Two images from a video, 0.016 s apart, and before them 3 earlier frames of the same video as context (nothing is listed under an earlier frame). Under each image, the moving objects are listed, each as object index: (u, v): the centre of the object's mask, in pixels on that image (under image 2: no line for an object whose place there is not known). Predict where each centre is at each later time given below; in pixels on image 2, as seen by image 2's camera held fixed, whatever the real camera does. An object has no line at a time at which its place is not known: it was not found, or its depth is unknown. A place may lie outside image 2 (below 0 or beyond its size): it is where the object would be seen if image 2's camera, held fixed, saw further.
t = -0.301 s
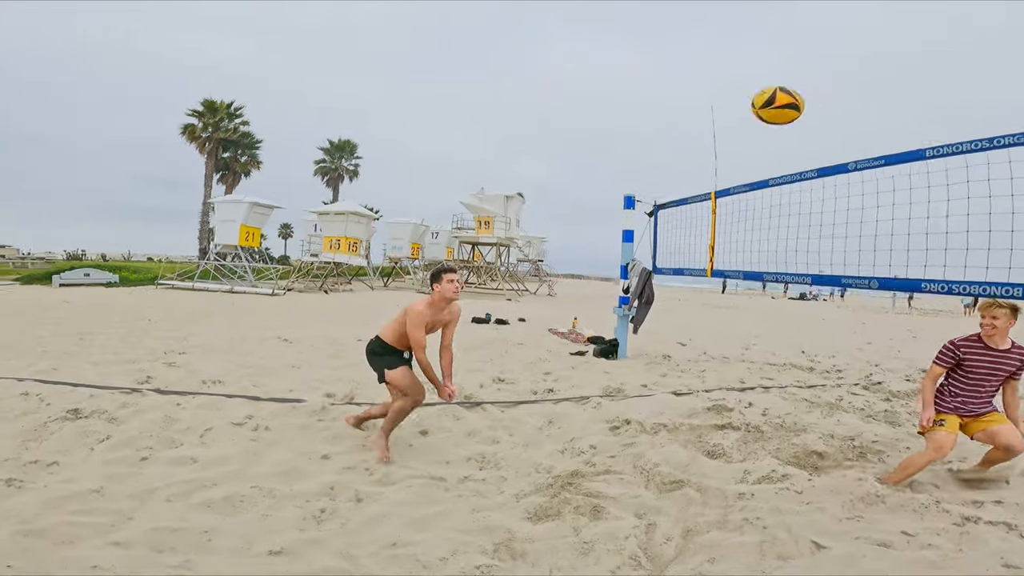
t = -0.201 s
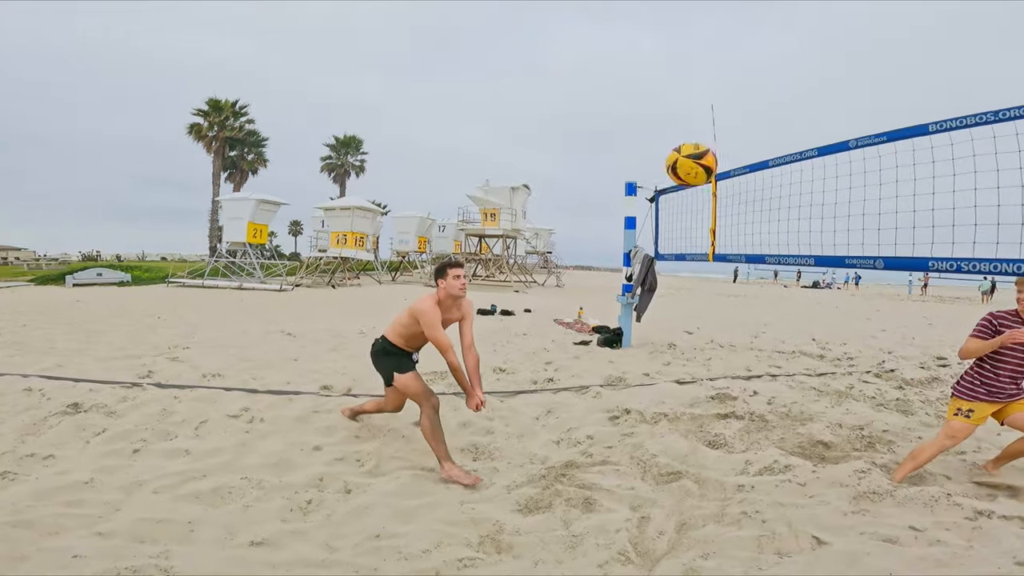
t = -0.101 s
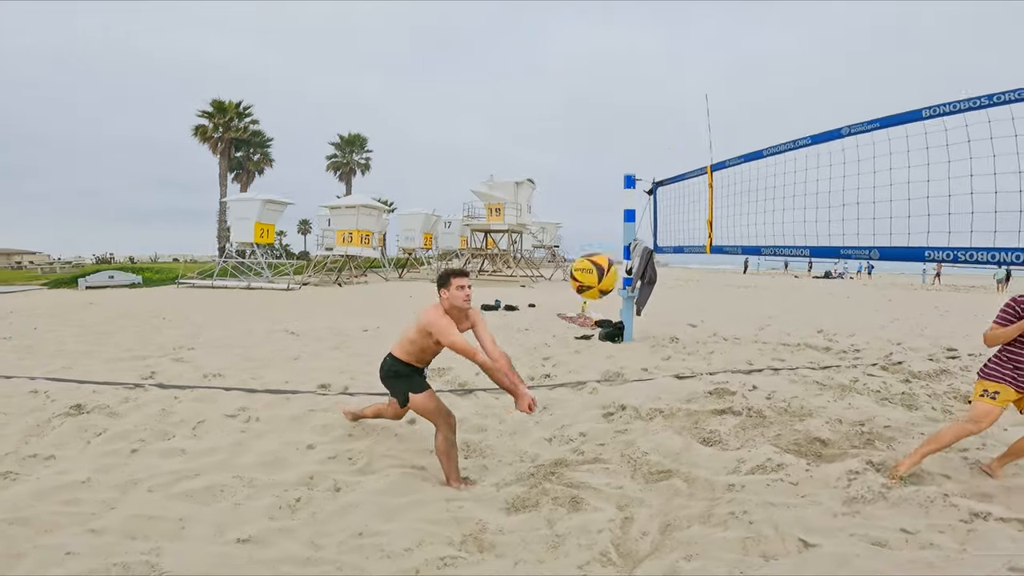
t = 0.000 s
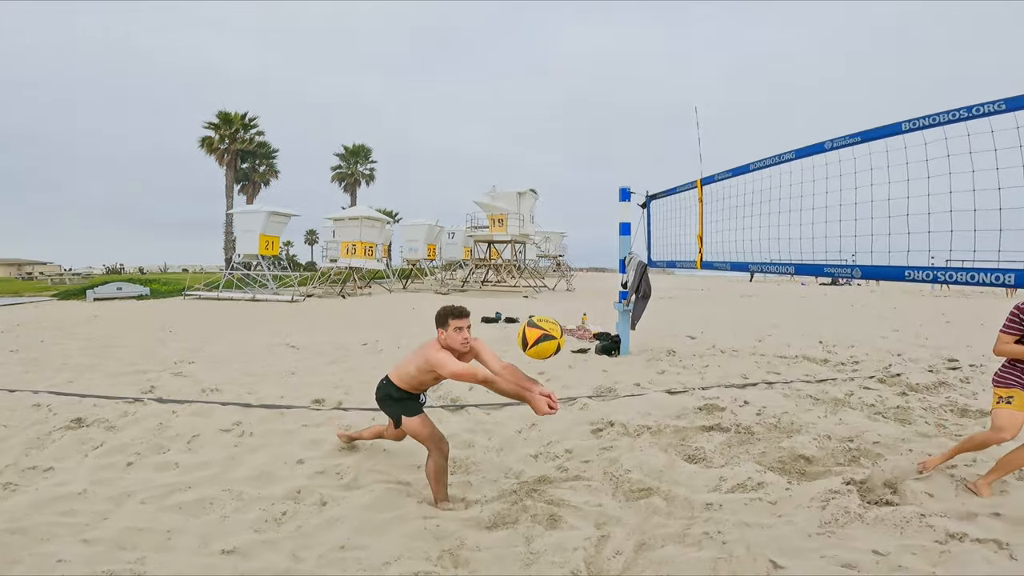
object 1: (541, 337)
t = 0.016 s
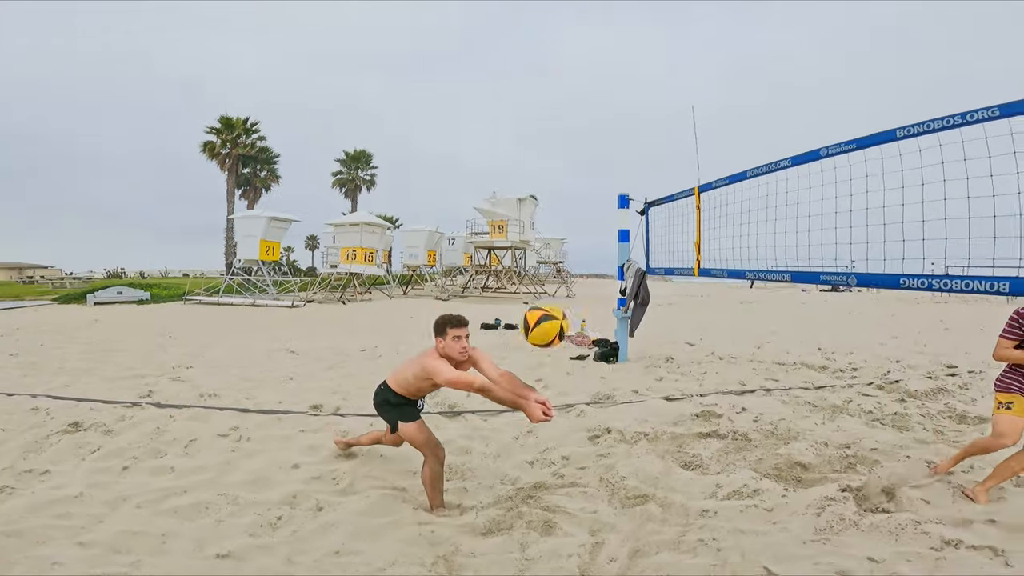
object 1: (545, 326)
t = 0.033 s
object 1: (550, 306)
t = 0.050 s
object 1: (555, 286)
